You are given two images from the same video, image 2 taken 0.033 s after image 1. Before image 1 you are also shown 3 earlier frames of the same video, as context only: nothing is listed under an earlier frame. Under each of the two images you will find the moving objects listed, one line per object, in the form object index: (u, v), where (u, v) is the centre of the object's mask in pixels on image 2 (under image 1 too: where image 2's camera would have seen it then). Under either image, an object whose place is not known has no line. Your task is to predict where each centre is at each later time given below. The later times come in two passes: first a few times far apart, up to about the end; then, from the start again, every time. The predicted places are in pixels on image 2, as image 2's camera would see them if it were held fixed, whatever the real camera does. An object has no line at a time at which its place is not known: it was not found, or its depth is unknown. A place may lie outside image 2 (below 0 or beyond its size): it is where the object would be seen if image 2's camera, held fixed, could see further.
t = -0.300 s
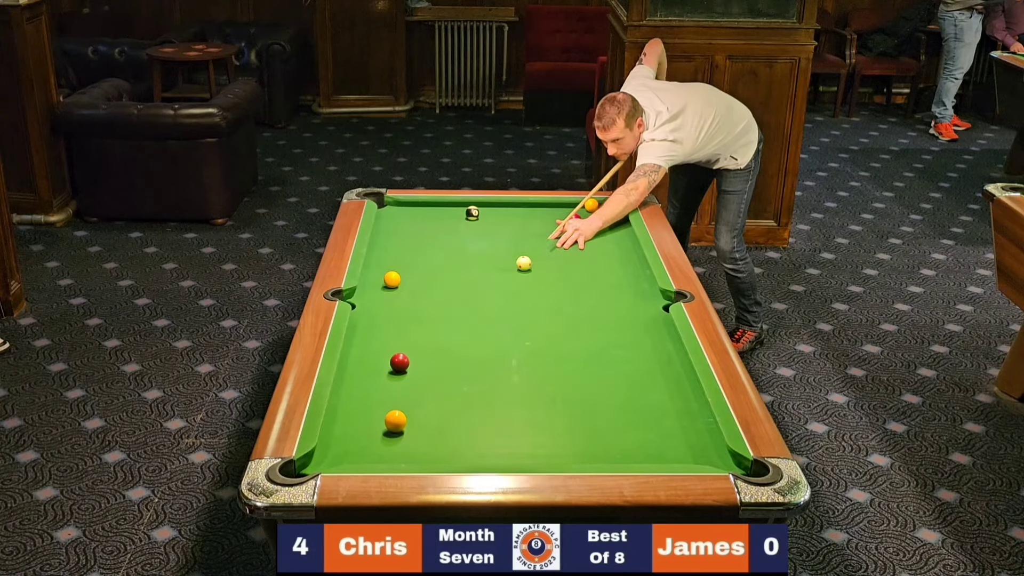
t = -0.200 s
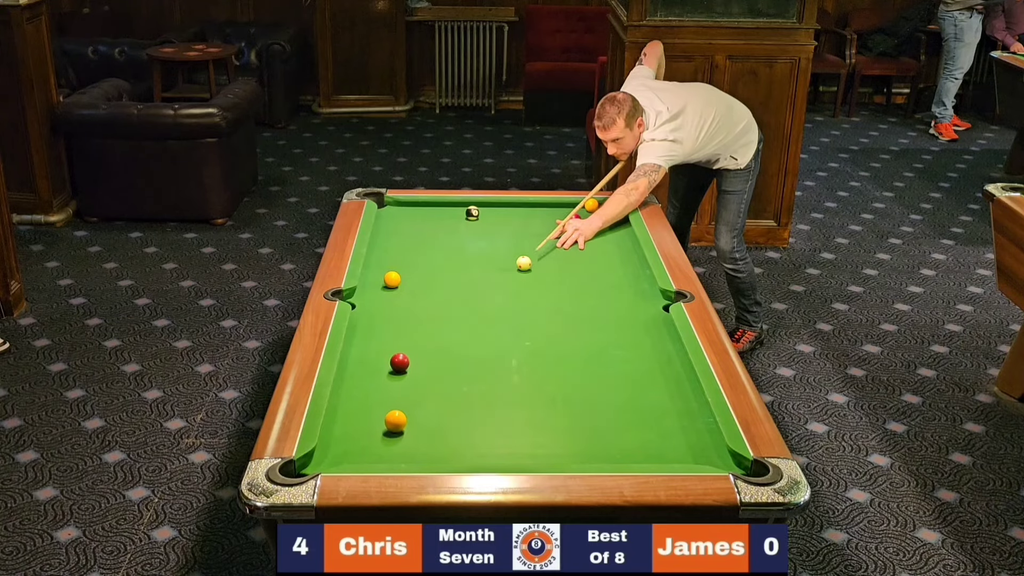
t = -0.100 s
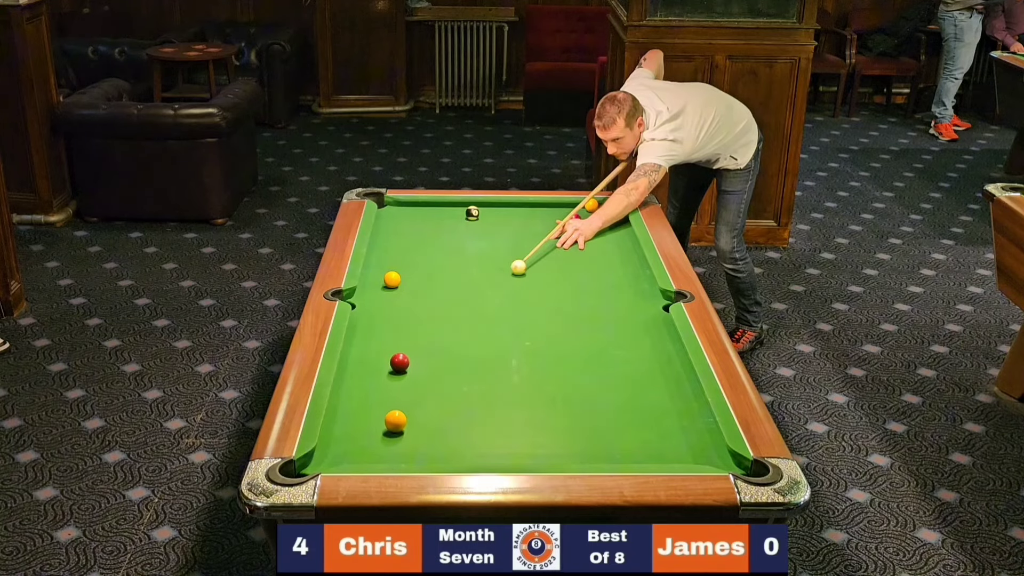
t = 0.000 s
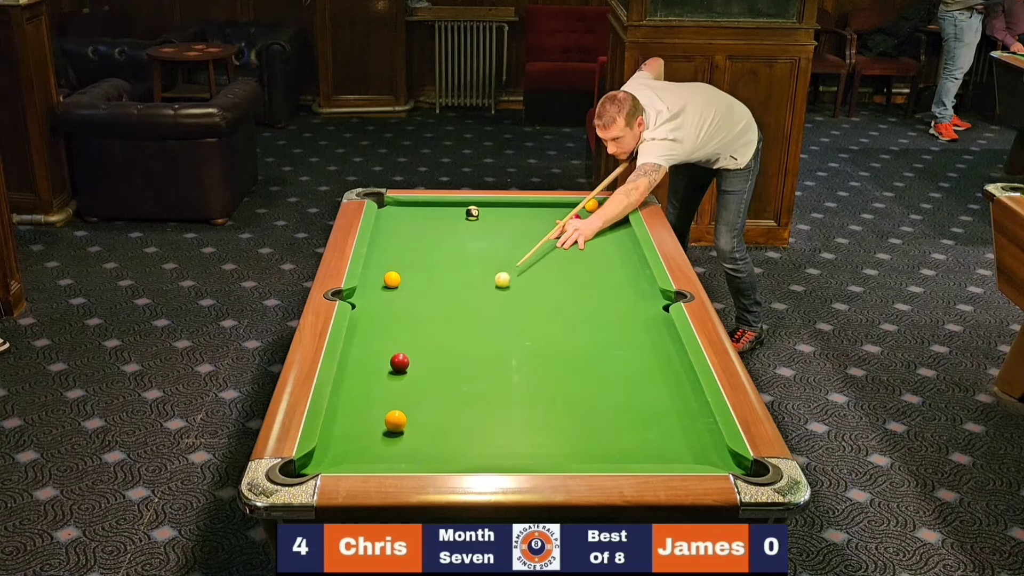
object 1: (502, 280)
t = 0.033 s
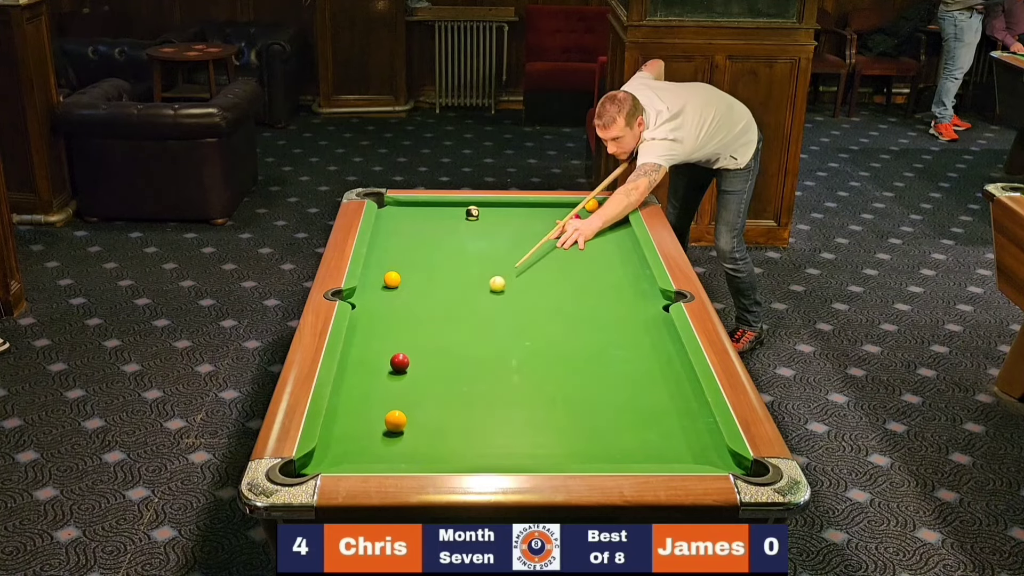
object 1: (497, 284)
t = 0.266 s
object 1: (457, 315)
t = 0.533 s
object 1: (408, 353)
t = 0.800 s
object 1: (385, 358)
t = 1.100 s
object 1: (361, 364)
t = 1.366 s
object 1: (348, 368)
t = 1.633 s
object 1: (357, 371)
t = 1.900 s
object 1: (364, 373)
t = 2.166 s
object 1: (368, 374)
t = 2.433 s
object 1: (370, 375)
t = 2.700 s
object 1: (370, 375)
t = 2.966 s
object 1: (370, 375)
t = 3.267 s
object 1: (370, 375)
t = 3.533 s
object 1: (370, 375)
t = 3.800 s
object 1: (370, 375)
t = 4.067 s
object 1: (370, 375)
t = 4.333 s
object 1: (370, 375)
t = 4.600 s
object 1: (370, 375)
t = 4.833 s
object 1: (370, 375)
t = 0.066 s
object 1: (492, 288)
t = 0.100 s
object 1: (486, 293)
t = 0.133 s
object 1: (480, 297)
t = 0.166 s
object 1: (475, 302)
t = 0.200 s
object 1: (469, 306)
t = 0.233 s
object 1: (463, 311)
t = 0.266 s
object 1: (457, 315)
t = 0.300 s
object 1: (451, 320)
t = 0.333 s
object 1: (445, 325)
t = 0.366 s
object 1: (439, 330)
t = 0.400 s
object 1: (432, 335)
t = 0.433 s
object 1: (426, 340)
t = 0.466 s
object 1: (419, 345)
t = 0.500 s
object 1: (413, 350)
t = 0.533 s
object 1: (408, 353)
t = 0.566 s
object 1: (405, 354)
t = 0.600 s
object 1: (402, 355)
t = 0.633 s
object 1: (399, 355)
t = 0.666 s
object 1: (396, 356)
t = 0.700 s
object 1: (393, 357)
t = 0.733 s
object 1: (390, 357)
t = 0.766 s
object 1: (387, 358)
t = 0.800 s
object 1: (385, 358)
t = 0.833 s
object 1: (382, 359)
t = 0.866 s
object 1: (379, 360)
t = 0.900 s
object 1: (376, 360)
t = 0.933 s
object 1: (374, 361)
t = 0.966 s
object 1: (371, 362)
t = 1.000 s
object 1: (369, 362)
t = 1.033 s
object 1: (366, 363)
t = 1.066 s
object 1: (364, 363)
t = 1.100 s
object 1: (361, 364)
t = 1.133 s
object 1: (359, 365)
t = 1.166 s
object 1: (357, 365)
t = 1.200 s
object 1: (354, 366)
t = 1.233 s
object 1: (352, 366)
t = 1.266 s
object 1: (350, 367)
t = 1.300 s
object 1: (348, 367)
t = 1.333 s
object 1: (347, 368)
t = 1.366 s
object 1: (348, 368)
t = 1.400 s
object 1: (350, 368)
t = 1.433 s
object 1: (351, 369)
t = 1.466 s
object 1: (352, 369)
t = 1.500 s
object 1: (353, 369)
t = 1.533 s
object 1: (354, 370)
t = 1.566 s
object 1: (355, 370)
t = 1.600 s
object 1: (356, 370)
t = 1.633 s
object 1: (357, 371)
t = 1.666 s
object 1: (358, 371)
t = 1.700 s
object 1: (359, 371)
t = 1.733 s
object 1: (360, 372)
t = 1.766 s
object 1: (361, 372)
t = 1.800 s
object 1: (362, 372)
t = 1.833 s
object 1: (363, 372)
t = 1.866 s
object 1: (363, 373)
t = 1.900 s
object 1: (364, 373)
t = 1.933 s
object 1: (365, 373)
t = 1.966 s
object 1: (365, 373)
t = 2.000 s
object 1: (366, 373)
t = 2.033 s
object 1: (366, 374)
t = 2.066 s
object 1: (367, 374)
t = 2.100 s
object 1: (367, 374)
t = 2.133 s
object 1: (368, 374)
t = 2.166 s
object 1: (368, 374)
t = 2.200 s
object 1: (368, 374)
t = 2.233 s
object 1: (369, 374)
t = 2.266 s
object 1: (369, 374)
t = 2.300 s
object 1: (369, 374)
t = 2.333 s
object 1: (369, 374)
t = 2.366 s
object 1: (370, 375)
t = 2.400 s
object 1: (370, 375)
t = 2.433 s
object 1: (370, 375)
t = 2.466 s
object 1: (370, 375)
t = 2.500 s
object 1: (370, 375)
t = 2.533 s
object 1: (370, 375)
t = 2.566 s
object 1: (370, 375)
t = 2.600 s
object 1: (370, 375)
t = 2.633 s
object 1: (370, 375)
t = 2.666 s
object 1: (370, 375)
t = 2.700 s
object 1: (370, 375)
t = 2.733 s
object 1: (370, 375)
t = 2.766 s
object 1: (370, 375)
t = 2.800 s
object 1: (370, 375)
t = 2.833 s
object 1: (370, 375)
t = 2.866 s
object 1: (370, 375)
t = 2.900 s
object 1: (370, 375)
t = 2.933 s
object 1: (370, 375)
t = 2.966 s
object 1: (370, 375)
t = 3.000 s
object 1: (370, 375)
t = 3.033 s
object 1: (370, 375)
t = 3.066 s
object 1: (370, 375)
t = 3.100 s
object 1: (370, 375)
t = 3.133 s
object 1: (370, 375)
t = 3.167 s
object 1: (370, 375)
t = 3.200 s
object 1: (370, 375)
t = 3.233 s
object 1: (370, 375)
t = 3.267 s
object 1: (370, 375)
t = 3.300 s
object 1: (370, 375)
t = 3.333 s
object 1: (370, 375)
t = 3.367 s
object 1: (370, 375)
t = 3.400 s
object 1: (370, 375)
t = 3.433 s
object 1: (370, 375)
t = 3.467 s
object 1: (370, 375)
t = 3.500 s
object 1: (370, 375)
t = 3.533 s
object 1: (370, 375)
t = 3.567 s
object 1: (370, 375)
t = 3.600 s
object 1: (370, 375)
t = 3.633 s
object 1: (370, 375)
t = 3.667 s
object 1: (370, 375)
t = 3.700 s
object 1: (370, 375)
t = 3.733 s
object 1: (370, 375)
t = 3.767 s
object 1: (370, 375)
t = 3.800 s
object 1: (370, 375)
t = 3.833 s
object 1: (370, 375)
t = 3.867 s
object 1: (370, 375)
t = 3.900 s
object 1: (370, 375)
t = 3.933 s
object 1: (370, 375)
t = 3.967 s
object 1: (370, 375)
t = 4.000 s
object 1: (370, 375)
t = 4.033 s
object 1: (370, 375)
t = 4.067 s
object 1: (370, 375)
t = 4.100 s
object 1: (370, 375)
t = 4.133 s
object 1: (370, 375)
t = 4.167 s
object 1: (370, 375)
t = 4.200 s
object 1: (370, 375)
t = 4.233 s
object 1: (370, 375)
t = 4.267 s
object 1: (370, 375)
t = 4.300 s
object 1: (370, 375)
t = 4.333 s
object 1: (370, 375)
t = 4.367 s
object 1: (370, 375)
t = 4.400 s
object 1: (370, 375)
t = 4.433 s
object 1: (370, 375)
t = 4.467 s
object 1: (370, 375)
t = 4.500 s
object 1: (370, 375)
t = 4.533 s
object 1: (370, 375)
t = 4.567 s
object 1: (370, 375)
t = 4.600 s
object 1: (370, 375)
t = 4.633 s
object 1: (370, 375)
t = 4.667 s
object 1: (370, 375)
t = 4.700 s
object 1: (370, 375)
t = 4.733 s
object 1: (370, 375)
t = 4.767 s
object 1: (370, 375)
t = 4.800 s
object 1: (370, 375)
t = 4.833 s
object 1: (370, 375)
